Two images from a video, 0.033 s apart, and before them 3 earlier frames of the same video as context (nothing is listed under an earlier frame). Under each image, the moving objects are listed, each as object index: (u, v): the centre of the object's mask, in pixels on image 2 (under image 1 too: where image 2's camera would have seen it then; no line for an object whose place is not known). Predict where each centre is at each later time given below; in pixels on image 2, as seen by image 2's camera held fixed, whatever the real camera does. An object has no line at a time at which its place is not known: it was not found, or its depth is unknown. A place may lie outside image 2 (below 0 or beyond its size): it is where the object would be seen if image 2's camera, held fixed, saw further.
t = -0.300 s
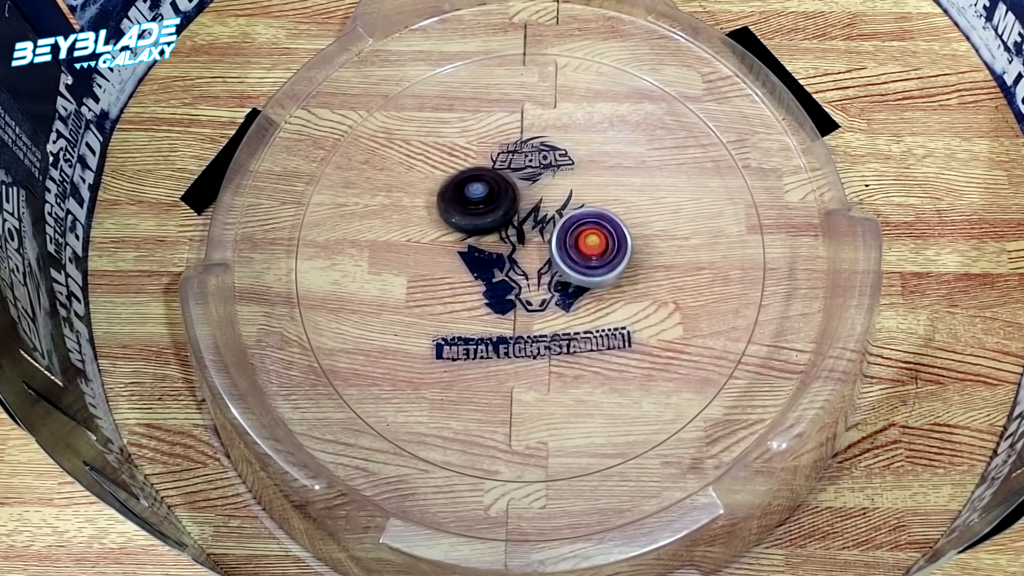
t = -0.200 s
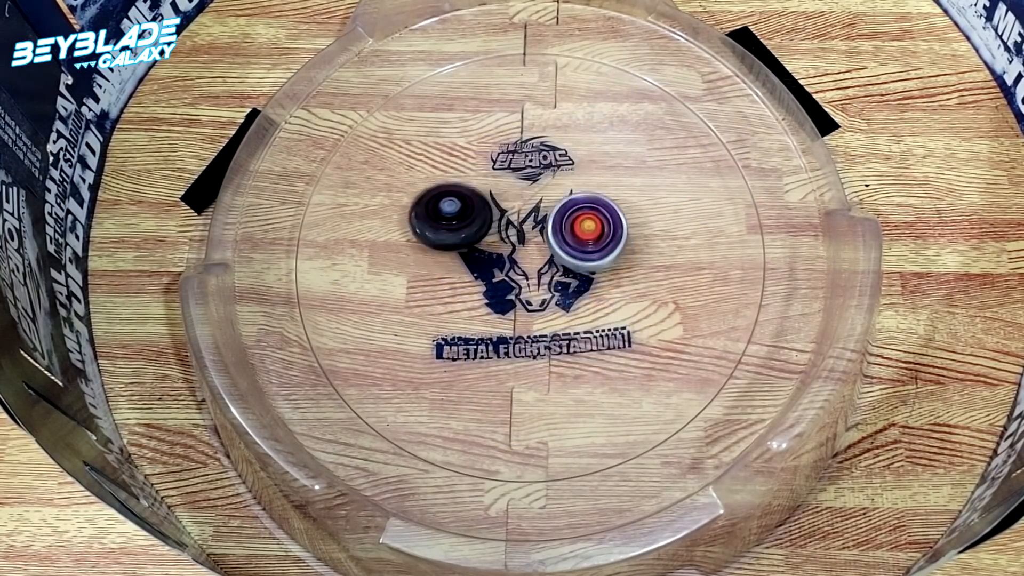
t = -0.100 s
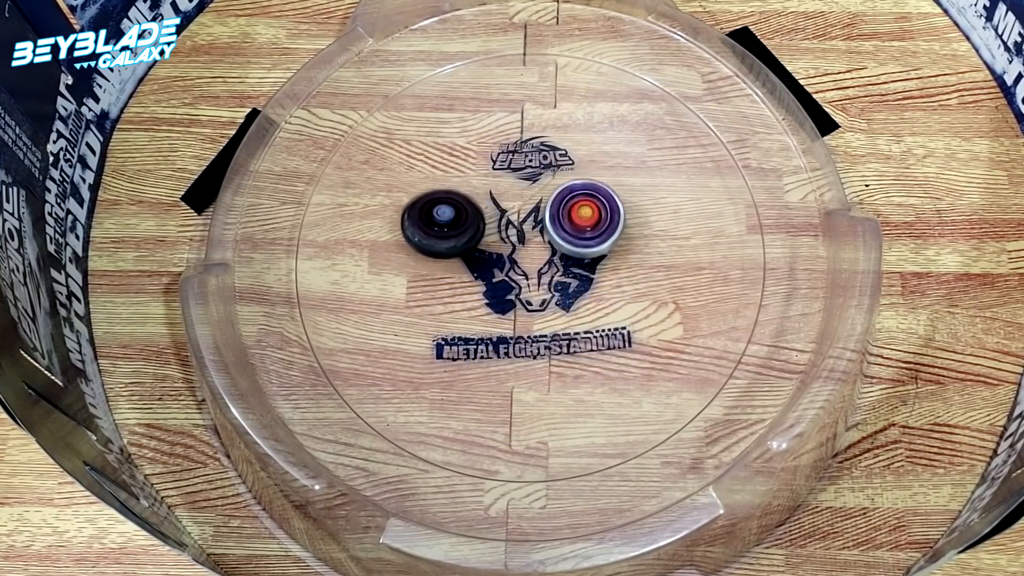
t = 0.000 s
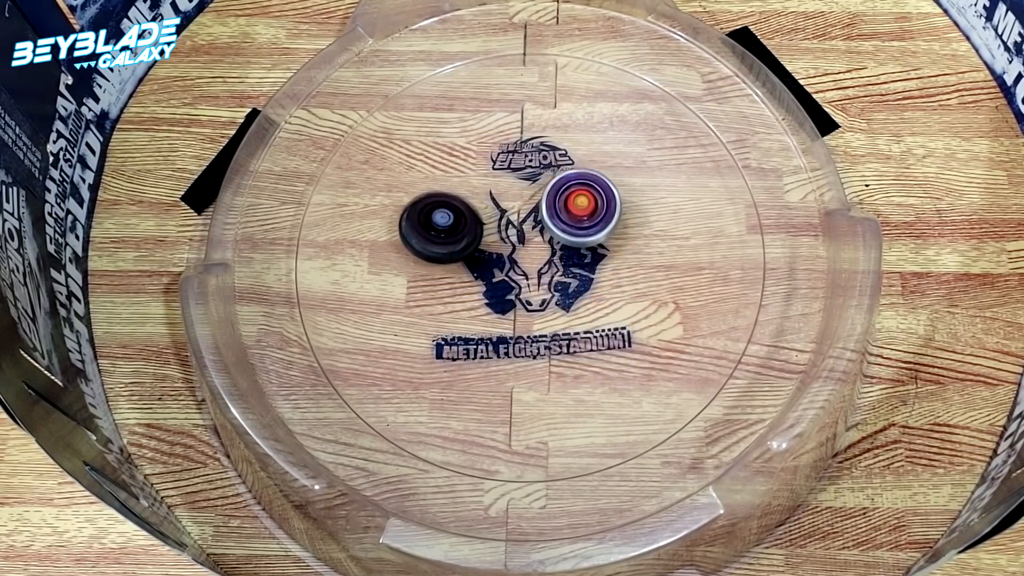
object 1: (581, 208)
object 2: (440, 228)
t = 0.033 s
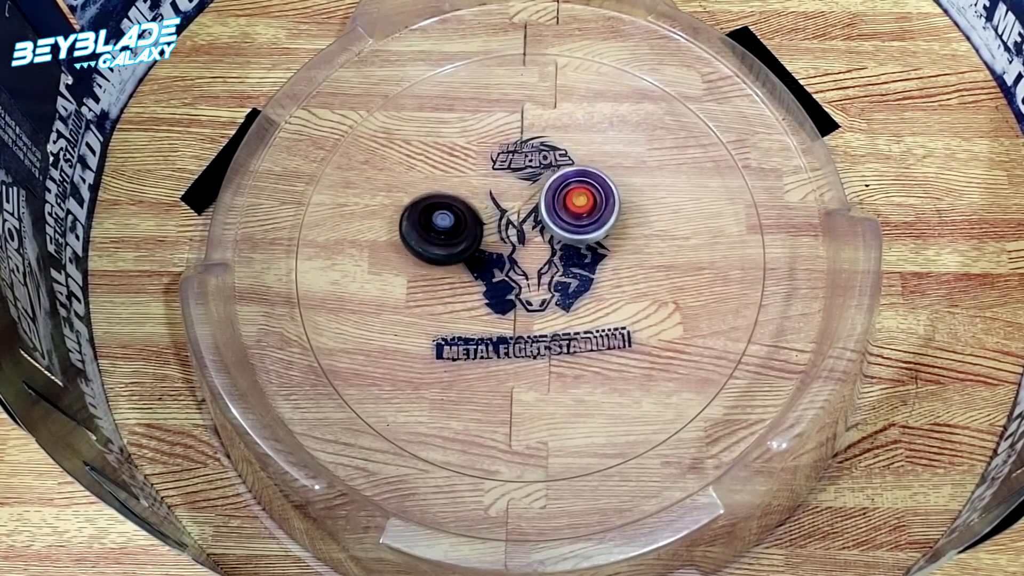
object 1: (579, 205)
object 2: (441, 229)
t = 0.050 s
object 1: (578, 204)
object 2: (441, 229)
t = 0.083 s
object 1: (577, 202)
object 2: (441, 230)
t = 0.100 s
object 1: (576, 201)
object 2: (441, 231)
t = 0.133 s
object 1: (575, 200)
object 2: (442, 231)
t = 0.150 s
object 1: (574, 199)
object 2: (442, 232)
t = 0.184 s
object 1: (572, 198)
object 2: (443, 233)
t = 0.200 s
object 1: (571, 198)
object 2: (443, 233)
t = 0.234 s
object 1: (570, 198)
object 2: (444, 234)
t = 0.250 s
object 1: (569, 197)
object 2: (445, 234)
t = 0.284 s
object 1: (567, 197)
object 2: (446, 235)
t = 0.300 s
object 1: (567, 197)
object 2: (446, 235)
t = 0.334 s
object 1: (565, 197)
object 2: (448, 236)
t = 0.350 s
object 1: (565, 197)
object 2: (449, 236)
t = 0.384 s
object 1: (563, 197)
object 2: (451, 237)
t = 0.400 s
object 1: (562, 198)
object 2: (452, 238)
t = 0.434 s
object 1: (559, 199)
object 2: (454, 239)
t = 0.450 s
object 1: (558, 200)
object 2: (455, 239)
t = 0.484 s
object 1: (556, 202)
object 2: (458, 241)
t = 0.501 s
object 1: (555, 203)
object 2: (459, 241)
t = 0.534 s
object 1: (553, 205)
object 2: (462, 242)
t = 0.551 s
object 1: (552, 206)
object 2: (463, 242)
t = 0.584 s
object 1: (550, 210)
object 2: (466, 244)
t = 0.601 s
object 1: (549, 212)
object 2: (468, 245)
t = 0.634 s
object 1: (548, 214)
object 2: (471, 246)
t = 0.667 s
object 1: (549, 217)
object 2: (472, 248)
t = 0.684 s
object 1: (554, 217)
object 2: (468, 251)
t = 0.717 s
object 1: (582, 214)
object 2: (442, 258)
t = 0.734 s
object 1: (592, 214)
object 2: (433, 261)
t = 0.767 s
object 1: (607, 212)
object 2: (419, 268)
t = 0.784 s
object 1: (612, 212)
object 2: (416, 271)
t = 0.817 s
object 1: (616, 211)
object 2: (412, 278)
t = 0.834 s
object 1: (617, 210)
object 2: (414, 282)
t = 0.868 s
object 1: (618, 210)
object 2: (416, 288)
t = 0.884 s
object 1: (619, 210)
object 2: (419, 291)
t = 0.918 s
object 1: (619, 210)
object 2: (422, 295)
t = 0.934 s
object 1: (619, 210)
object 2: (423, 297)
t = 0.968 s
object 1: (619, 210)
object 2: (425, 300)
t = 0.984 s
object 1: (618, 210)
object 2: (426, 301)
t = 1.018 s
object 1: (618, 211)
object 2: (428, 304)
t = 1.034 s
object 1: (617, 212)
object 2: (430, 305)
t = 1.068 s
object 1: (615, 213)
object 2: (432, 307)
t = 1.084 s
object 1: (614, 214)
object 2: (433, 308)
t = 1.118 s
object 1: (611, 217)
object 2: (435, 310)
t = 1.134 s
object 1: (610, 218)
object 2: (436, 310)
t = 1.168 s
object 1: (607, 221)
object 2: (438, 311)
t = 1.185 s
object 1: (605, 223)
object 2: (438, 312)
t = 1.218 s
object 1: (601, 226)
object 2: (440, 313)
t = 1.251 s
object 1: (598, 229)
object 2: (443, 314)
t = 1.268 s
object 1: (596, 232)
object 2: (443, 314)
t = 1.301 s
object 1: (592, 235)
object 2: (445, 315)
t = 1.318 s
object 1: (590, 237)
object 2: (446, 315)
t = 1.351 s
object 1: (586, 241)
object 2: (447, 315)
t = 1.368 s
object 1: (583, 244)
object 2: (449, 315)
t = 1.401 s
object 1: (579, 247)
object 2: (450, 316)
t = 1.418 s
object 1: (577, 249)
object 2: (451, 316)
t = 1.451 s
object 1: (573, 252)
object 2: (453, 316)
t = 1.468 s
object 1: (570, 255)
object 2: (454, 316)
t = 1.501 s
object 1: (566, 259)
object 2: (457, 316)
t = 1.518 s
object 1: (564, 260)
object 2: (458, 316)
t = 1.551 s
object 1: (559, 264)
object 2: (461, 316)
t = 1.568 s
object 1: (557, 265)
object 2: (462, 316)
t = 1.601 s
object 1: (552, 269)
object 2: (465, 317)
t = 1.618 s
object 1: (550, 270)
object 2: (466, 316)
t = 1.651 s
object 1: (545, 274)
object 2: (470, 316)
